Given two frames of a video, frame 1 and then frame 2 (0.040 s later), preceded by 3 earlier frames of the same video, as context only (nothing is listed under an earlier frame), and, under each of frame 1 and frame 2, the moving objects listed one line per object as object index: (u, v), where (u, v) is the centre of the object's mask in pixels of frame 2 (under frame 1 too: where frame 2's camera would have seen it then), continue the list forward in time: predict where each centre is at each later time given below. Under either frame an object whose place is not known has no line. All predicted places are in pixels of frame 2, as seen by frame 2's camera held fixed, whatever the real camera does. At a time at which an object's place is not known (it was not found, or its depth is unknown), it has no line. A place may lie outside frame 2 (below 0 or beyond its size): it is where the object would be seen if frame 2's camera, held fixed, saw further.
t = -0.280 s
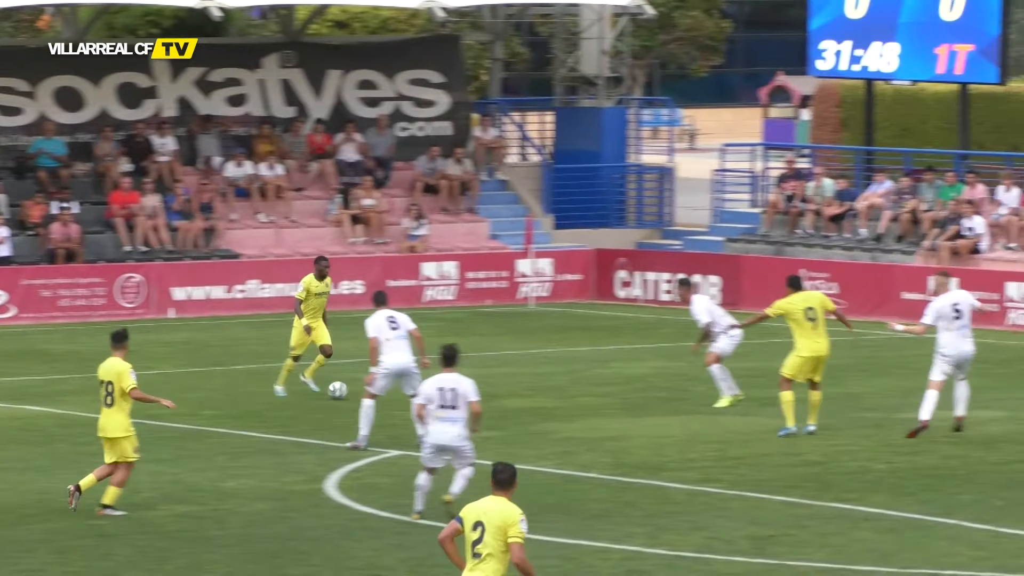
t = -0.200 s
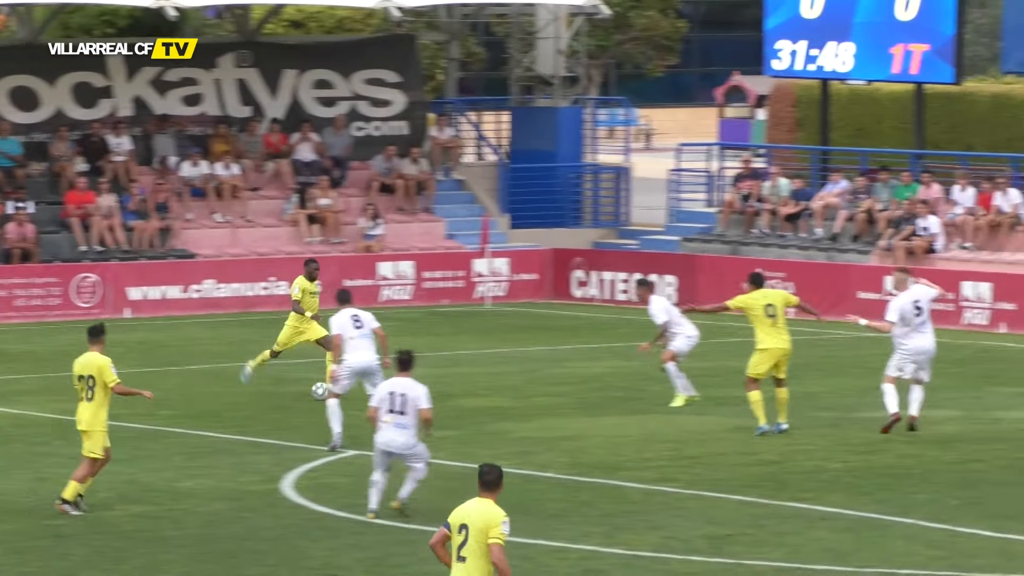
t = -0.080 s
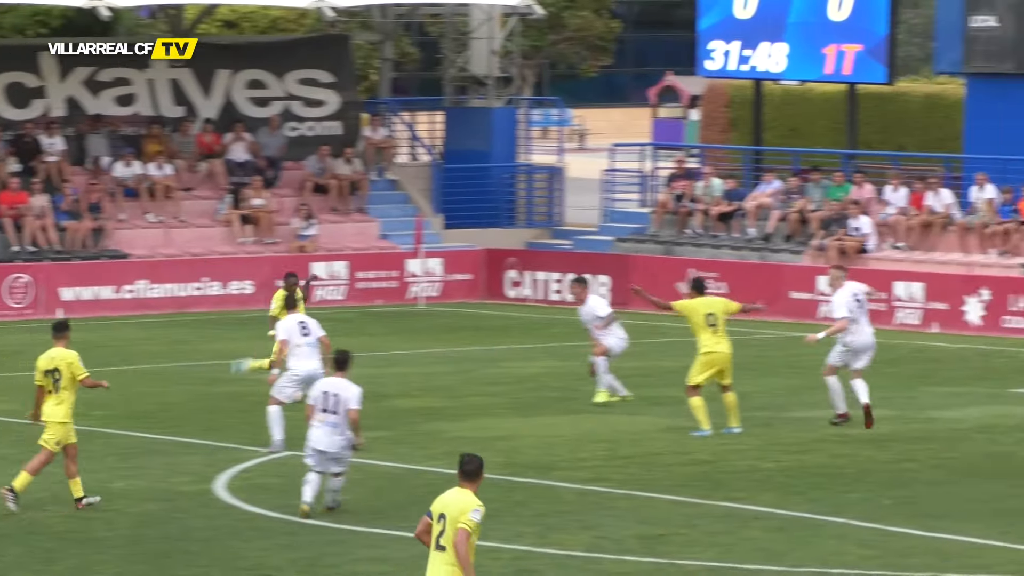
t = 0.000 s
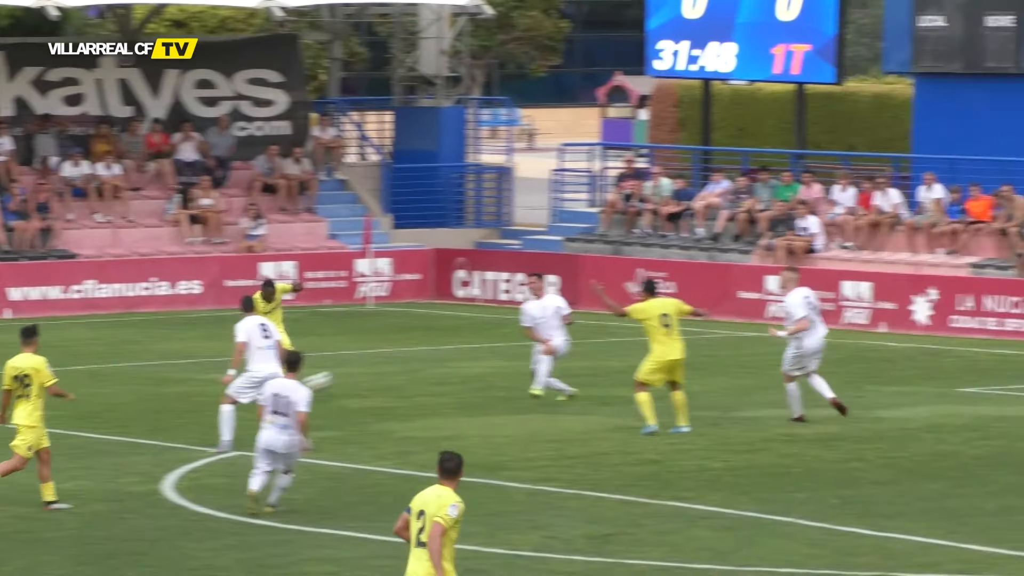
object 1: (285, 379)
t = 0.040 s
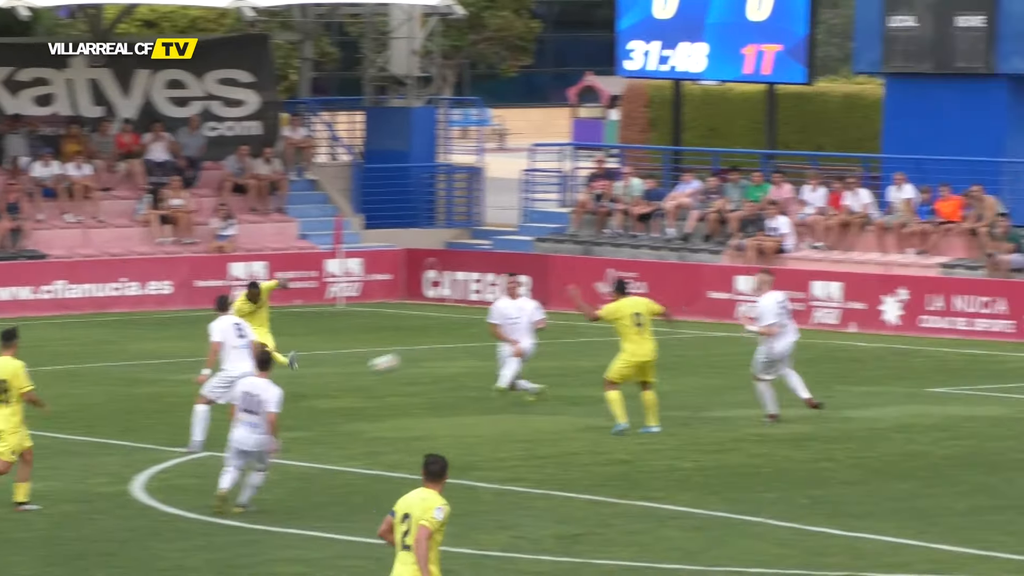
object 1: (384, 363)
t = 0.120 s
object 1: (563, 327)
